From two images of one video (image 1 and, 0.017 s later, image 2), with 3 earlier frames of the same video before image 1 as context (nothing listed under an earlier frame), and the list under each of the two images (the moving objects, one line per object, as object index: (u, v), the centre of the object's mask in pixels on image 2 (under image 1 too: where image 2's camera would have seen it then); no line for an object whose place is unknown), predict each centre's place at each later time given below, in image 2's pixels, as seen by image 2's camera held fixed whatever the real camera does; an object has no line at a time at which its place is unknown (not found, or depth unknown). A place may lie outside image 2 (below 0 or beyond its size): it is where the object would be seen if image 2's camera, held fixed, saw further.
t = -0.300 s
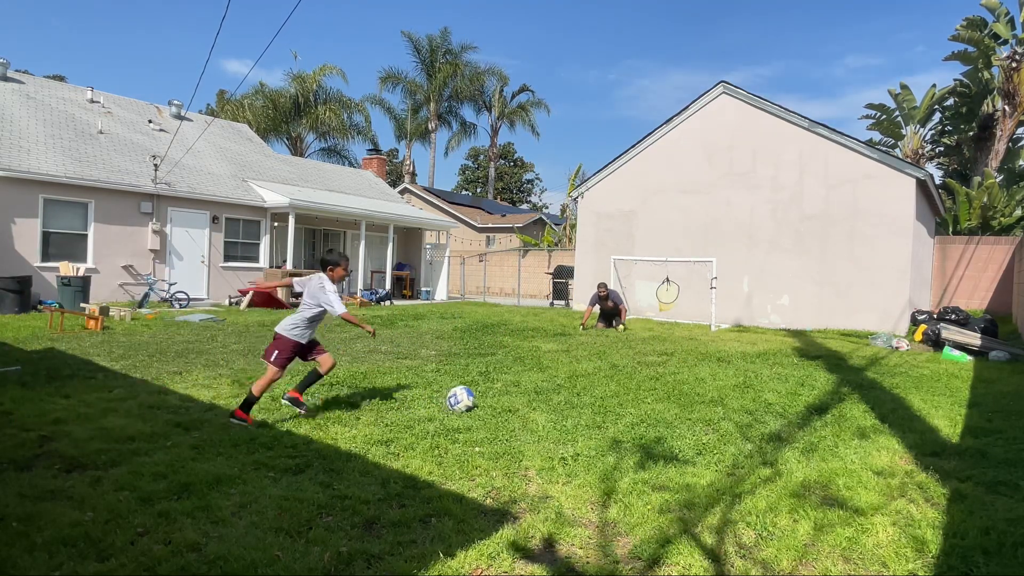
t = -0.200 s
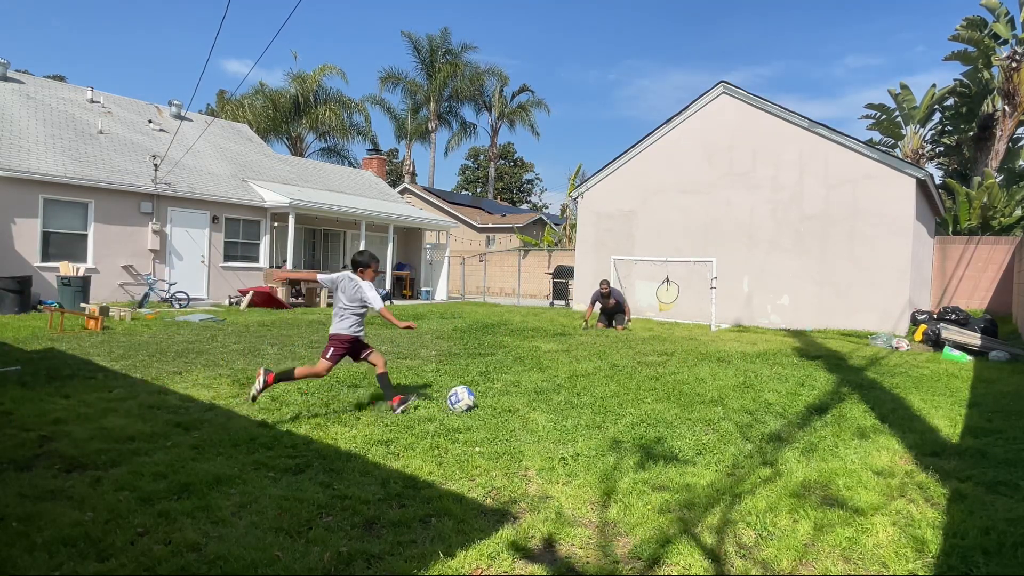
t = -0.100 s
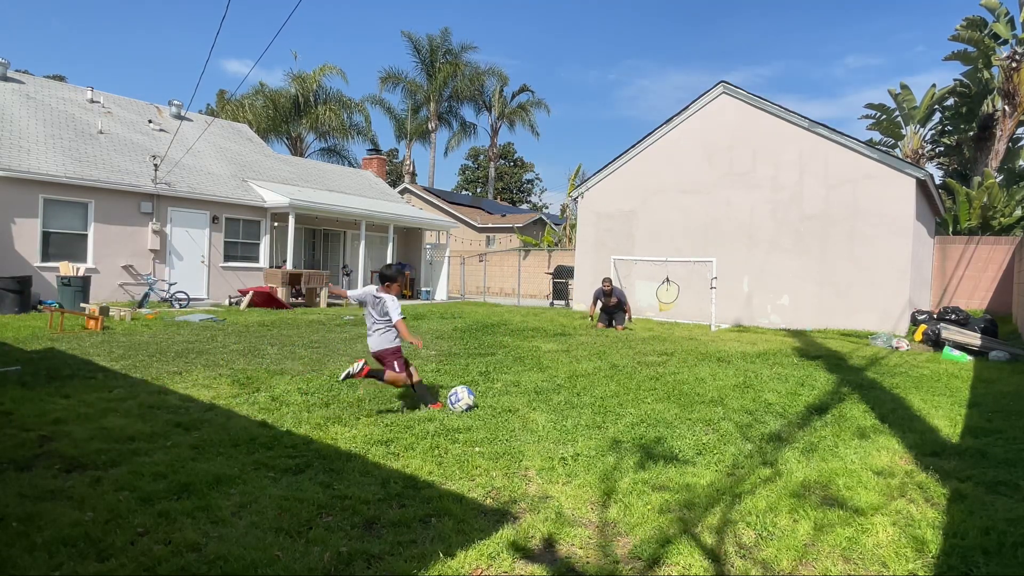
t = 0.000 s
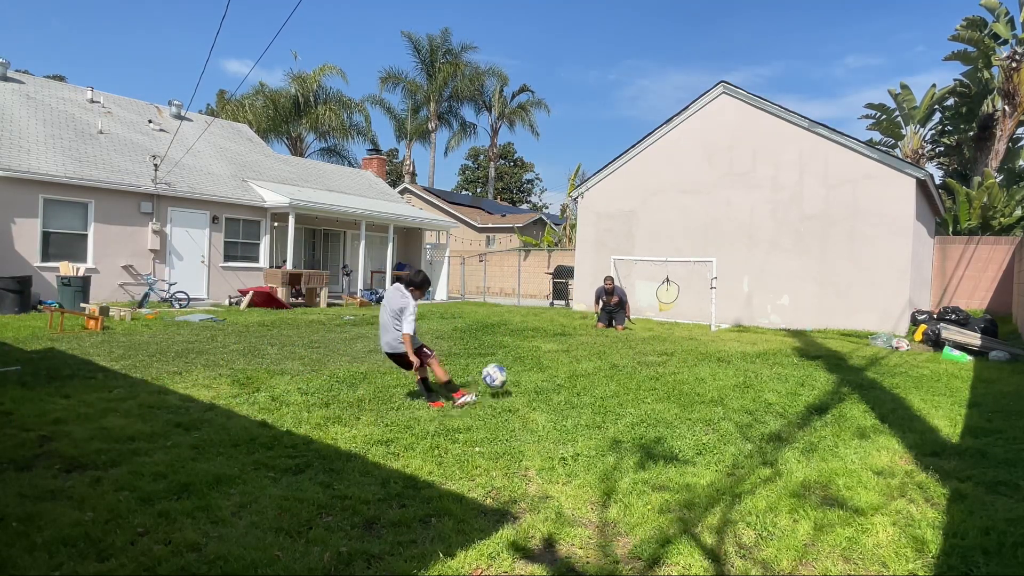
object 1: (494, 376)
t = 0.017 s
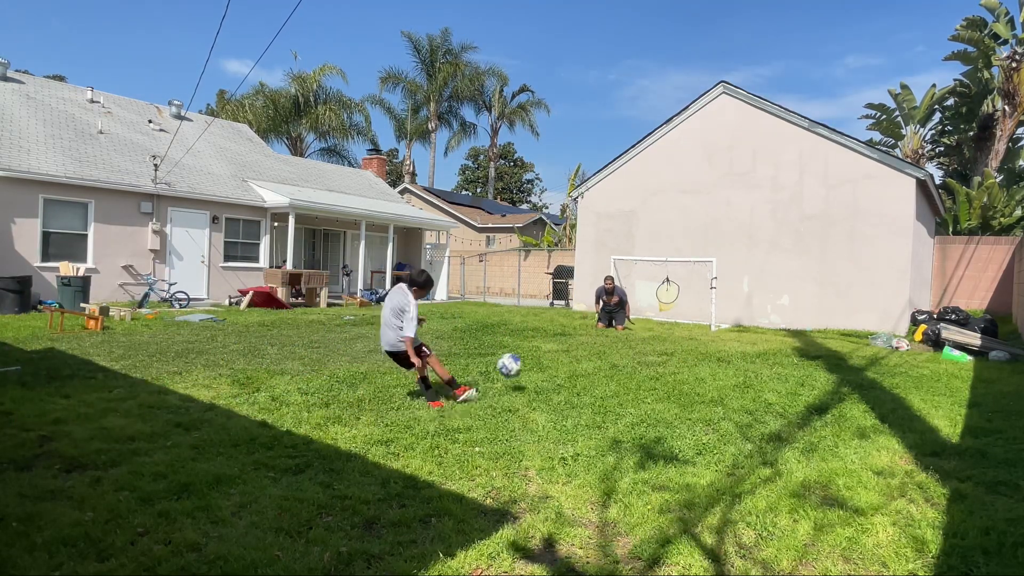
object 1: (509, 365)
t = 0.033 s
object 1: (524, 355)
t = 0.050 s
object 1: (537, 347)
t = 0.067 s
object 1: (548, 339)
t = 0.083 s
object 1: (559, 332)
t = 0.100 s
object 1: (569, 325)
